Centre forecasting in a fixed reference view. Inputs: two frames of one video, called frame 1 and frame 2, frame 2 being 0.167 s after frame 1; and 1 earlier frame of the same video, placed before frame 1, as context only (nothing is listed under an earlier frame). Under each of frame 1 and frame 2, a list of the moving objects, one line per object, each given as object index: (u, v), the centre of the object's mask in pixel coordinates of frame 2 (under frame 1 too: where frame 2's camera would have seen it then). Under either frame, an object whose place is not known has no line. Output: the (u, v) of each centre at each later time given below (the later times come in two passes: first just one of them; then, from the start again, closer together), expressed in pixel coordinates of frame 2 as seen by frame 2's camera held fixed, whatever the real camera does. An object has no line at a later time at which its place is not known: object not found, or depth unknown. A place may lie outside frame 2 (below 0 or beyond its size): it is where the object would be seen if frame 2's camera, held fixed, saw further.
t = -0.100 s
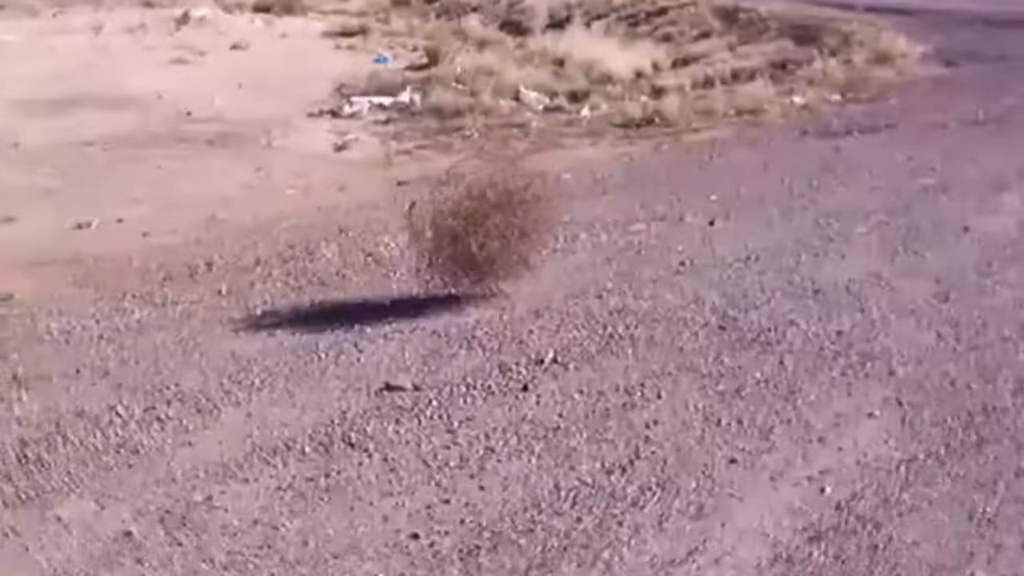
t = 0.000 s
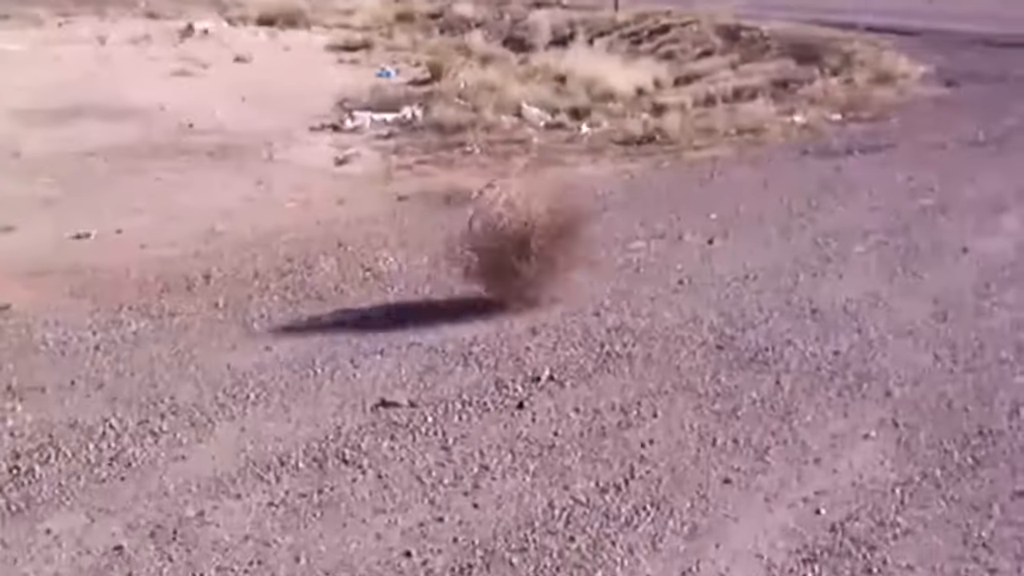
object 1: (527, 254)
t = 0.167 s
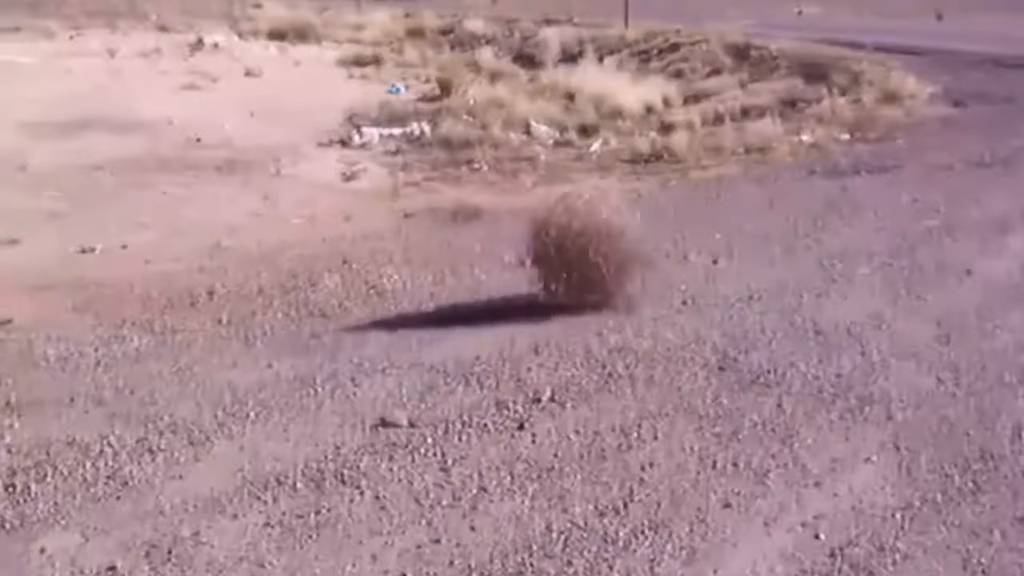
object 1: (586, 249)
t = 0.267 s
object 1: (614, 234)
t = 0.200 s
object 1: (593, 243)
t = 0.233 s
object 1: (604, 237)
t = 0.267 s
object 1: (614, 234)
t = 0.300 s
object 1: (624, 225)
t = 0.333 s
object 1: (638, 216)
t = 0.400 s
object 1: (658, 211)
